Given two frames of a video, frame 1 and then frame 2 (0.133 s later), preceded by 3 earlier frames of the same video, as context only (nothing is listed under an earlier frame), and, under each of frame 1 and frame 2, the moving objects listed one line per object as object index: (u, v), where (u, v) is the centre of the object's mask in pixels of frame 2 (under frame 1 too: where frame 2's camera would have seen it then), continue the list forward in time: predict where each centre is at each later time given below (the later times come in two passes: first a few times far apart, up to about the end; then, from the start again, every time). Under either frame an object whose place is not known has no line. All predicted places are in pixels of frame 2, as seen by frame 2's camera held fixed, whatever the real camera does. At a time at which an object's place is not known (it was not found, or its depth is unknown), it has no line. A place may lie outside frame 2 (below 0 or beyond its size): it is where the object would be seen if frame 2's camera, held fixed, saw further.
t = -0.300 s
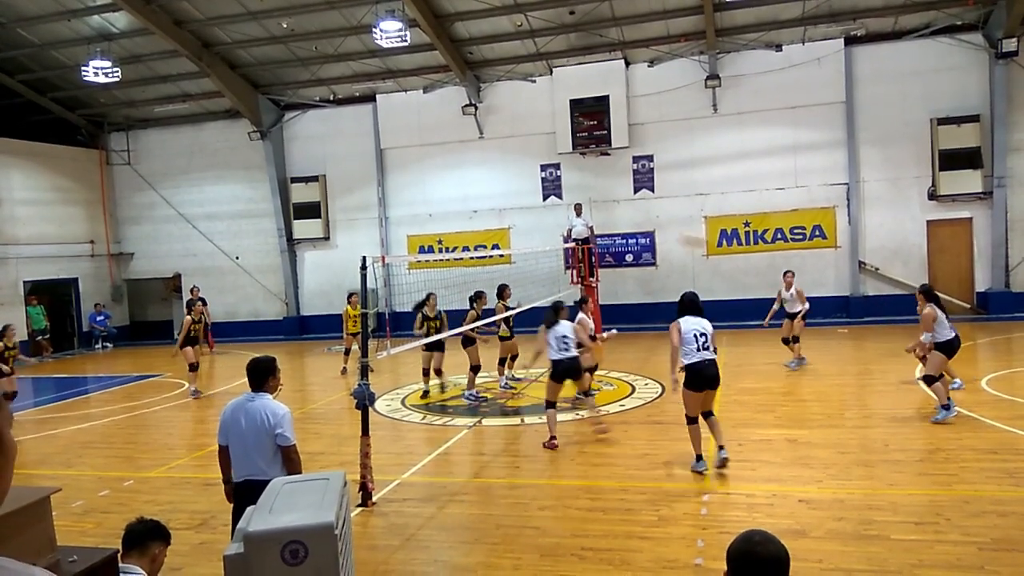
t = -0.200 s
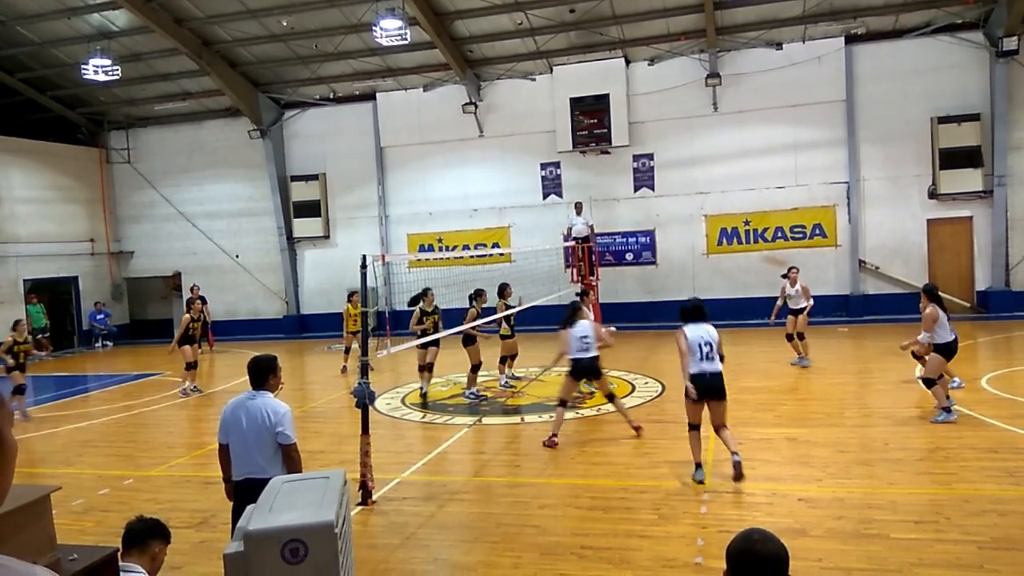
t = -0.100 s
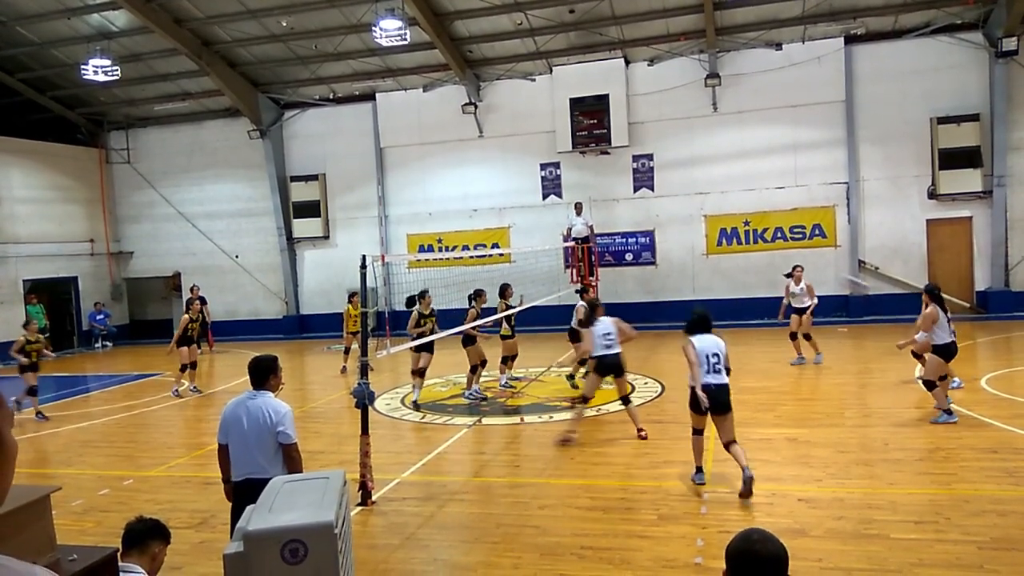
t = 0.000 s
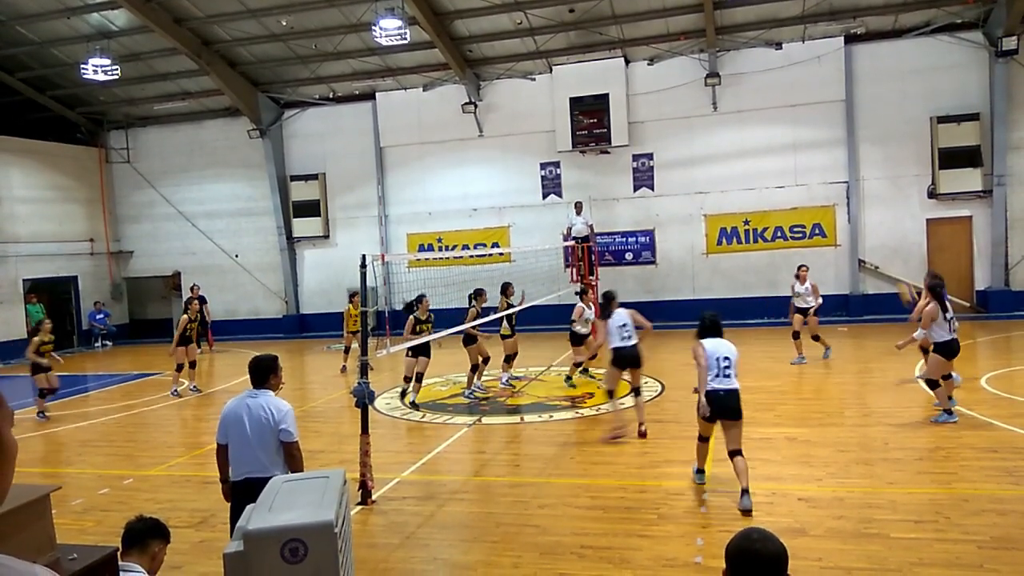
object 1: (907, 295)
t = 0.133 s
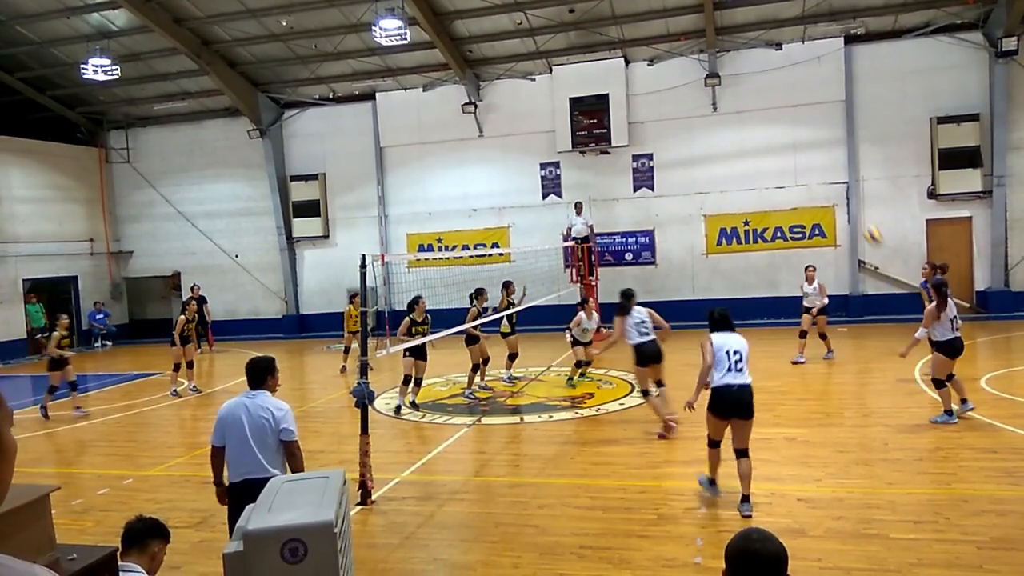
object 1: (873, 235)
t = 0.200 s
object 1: (854, 209)
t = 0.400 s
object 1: (800, 155)
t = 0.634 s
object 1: (738, 131)
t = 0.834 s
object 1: (685, 144)
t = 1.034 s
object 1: (629, 195)
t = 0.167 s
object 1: (862, 221)
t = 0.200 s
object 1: (854, 209)
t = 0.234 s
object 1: (846, 200)
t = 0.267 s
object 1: (837, 190)
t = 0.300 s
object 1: (826, 179)
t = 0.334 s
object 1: (818, 172)
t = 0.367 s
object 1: (810, 163)
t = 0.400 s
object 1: (800, 155)
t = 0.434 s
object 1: (792, 149)
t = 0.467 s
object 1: (783, 145)
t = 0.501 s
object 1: (775, 140)
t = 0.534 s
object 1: (765, 137)
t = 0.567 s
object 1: (756, 134)
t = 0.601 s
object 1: (747, 132)
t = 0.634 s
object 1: (738, 131)
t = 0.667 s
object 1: (729, 131)
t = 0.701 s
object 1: (721, 132)
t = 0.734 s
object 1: (712, 134)
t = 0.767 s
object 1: (703, 136)
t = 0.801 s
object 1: (694, 140)
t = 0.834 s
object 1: (685, 144)
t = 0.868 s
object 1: (676, 150)
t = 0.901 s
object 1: (667, 156)
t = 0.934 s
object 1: (658, 163)
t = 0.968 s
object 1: (647, 172)
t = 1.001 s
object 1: (638, 183)
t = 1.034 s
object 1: (629, 195)
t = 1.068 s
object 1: (620, 206)
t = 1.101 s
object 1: (612, 218)
